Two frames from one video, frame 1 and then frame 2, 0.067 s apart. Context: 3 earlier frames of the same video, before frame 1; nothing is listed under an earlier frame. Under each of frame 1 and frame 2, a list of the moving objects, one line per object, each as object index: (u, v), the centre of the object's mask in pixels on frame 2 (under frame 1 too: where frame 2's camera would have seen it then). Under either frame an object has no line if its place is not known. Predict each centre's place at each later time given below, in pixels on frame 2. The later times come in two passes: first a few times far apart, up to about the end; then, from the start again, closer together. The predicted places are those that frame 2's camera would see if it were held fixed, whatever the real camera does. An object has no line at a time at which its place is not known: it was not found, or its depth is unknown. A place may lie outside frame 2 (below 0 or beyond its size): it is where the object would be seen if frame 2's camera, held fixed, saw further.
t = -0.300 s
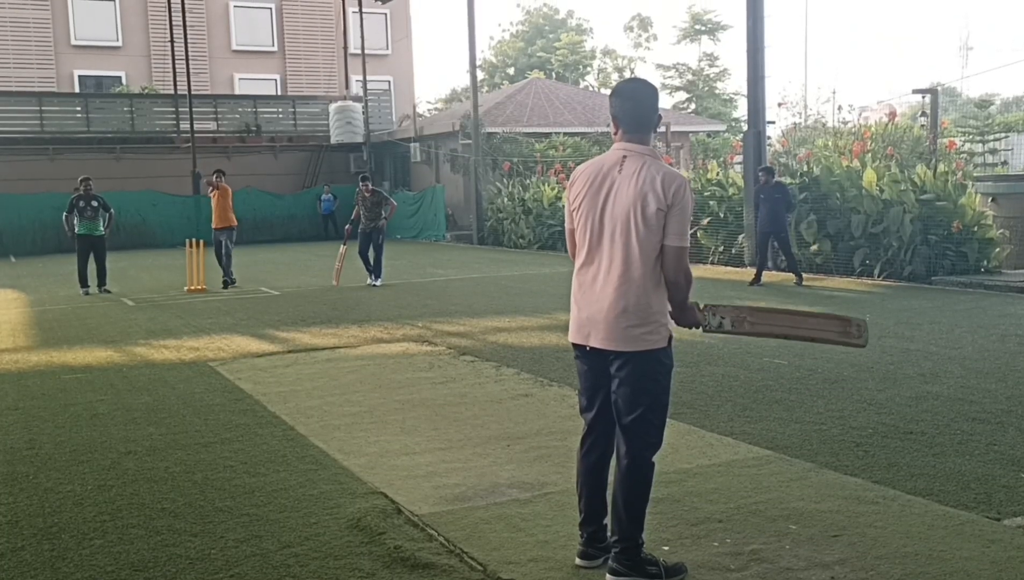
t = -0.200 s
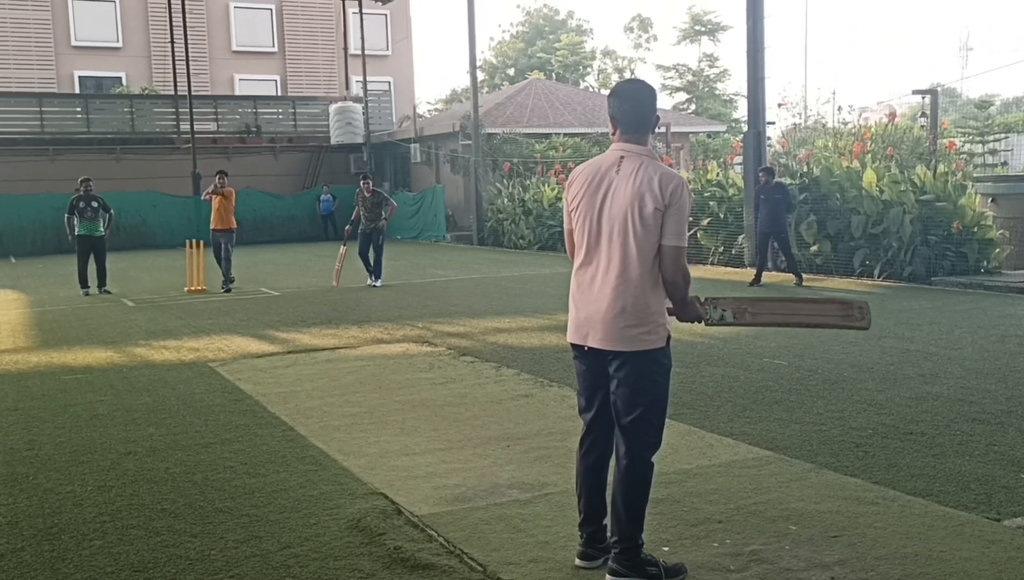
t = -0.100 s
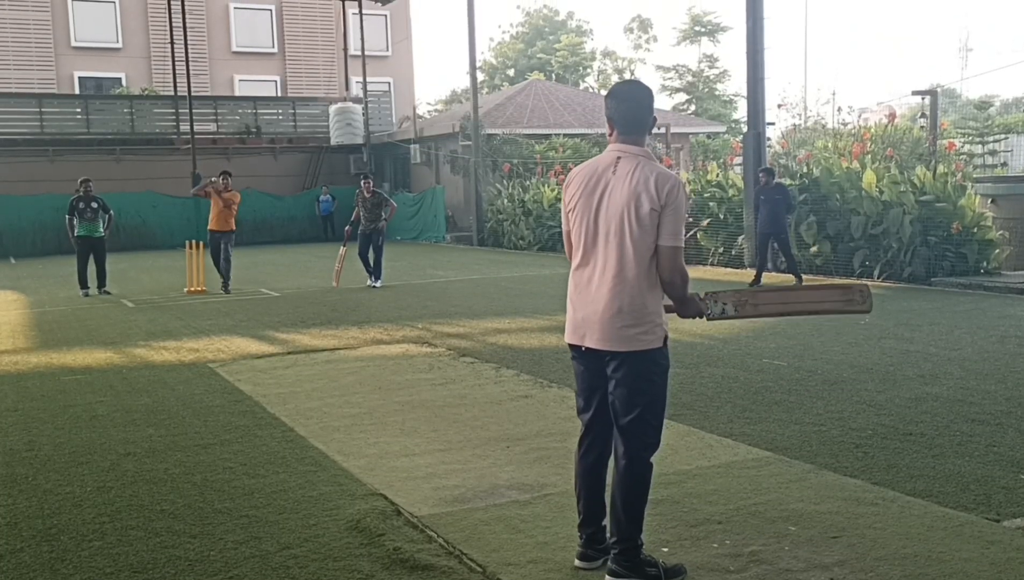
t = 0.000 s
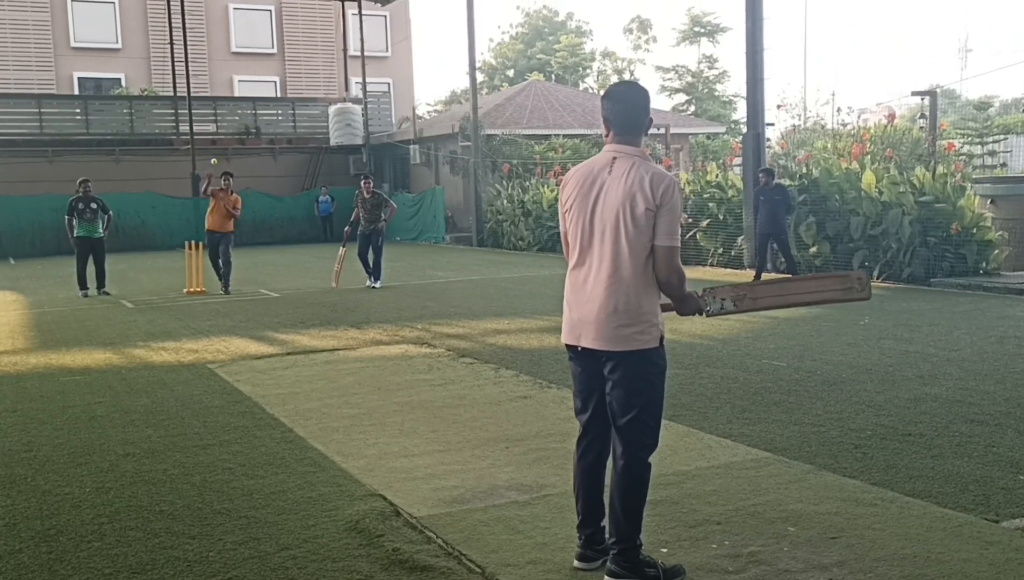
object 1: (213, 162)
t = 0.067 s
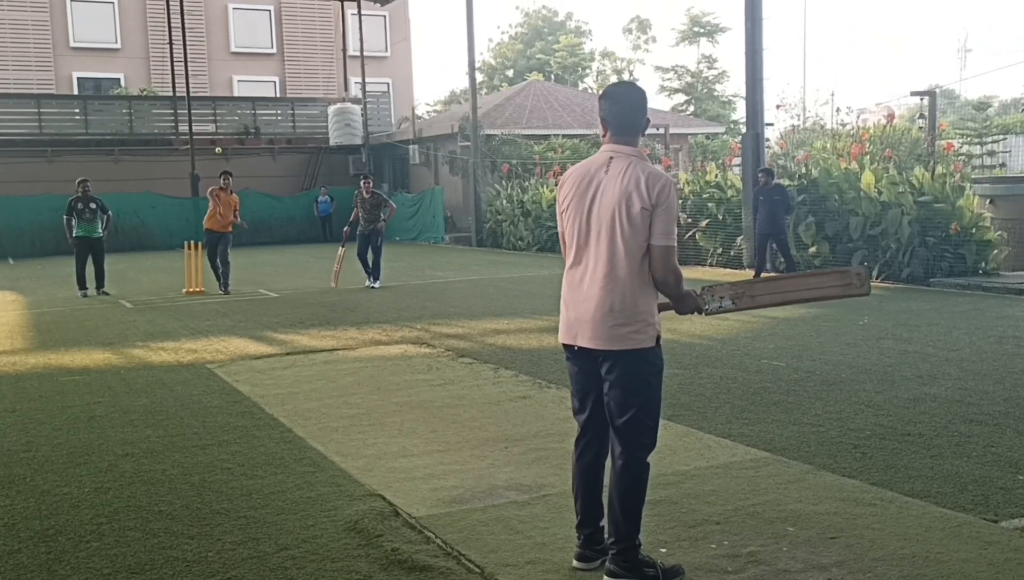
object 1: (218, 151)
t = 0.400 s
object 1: (258, 138)
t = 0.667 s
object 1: (319, 223)
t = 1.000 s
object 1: (442, 366)
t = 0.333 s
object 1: (248, 133)
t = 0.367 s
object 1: (253, 134)
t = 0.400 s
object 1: (258, 138)
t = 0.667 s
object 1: (319, 223)
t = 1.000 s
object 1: (442, 366)
